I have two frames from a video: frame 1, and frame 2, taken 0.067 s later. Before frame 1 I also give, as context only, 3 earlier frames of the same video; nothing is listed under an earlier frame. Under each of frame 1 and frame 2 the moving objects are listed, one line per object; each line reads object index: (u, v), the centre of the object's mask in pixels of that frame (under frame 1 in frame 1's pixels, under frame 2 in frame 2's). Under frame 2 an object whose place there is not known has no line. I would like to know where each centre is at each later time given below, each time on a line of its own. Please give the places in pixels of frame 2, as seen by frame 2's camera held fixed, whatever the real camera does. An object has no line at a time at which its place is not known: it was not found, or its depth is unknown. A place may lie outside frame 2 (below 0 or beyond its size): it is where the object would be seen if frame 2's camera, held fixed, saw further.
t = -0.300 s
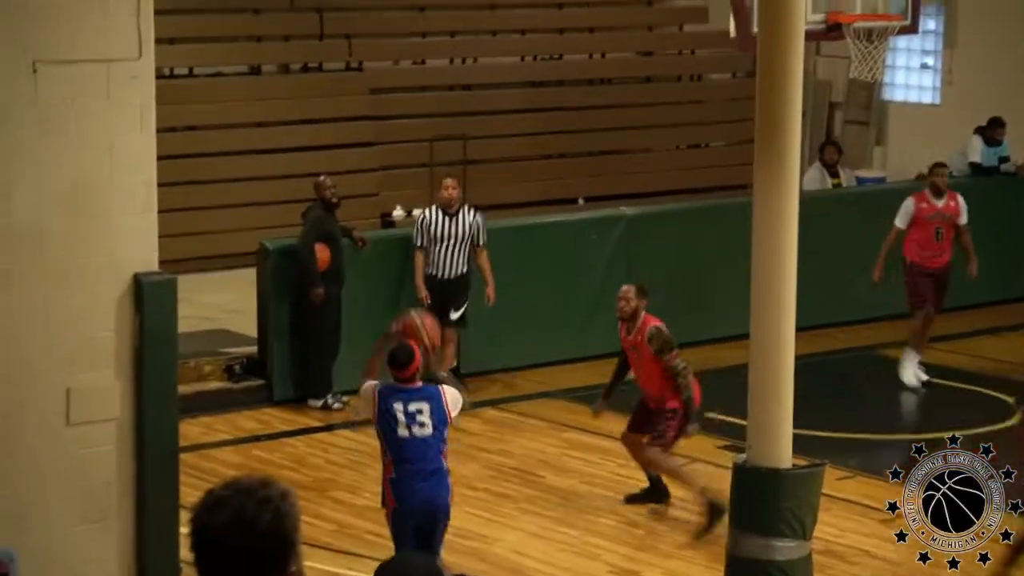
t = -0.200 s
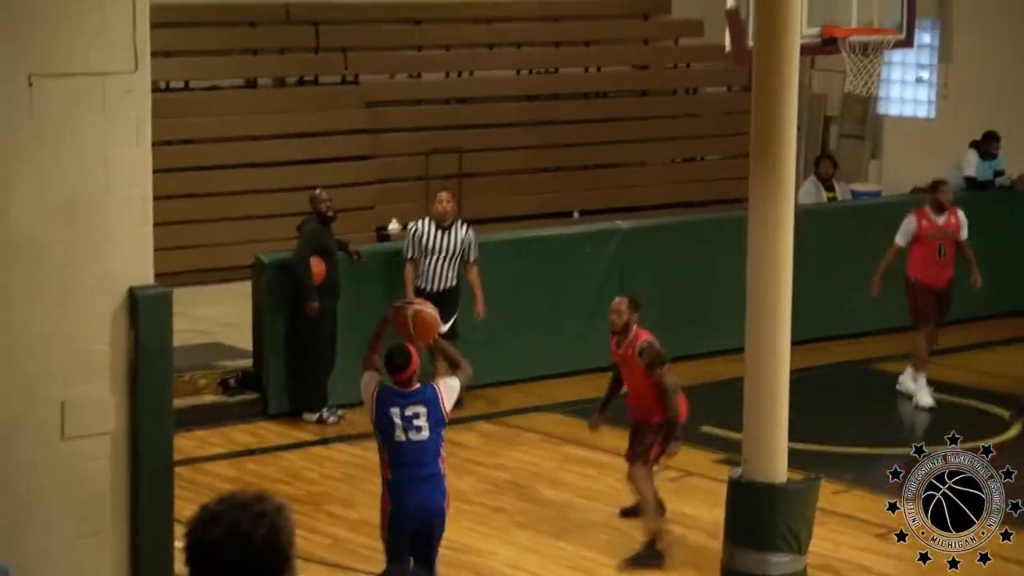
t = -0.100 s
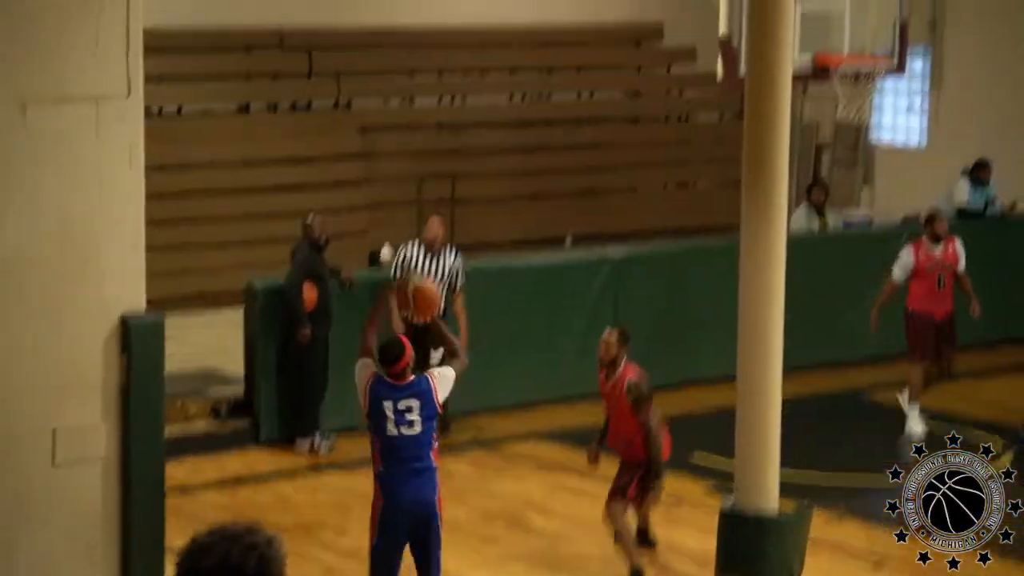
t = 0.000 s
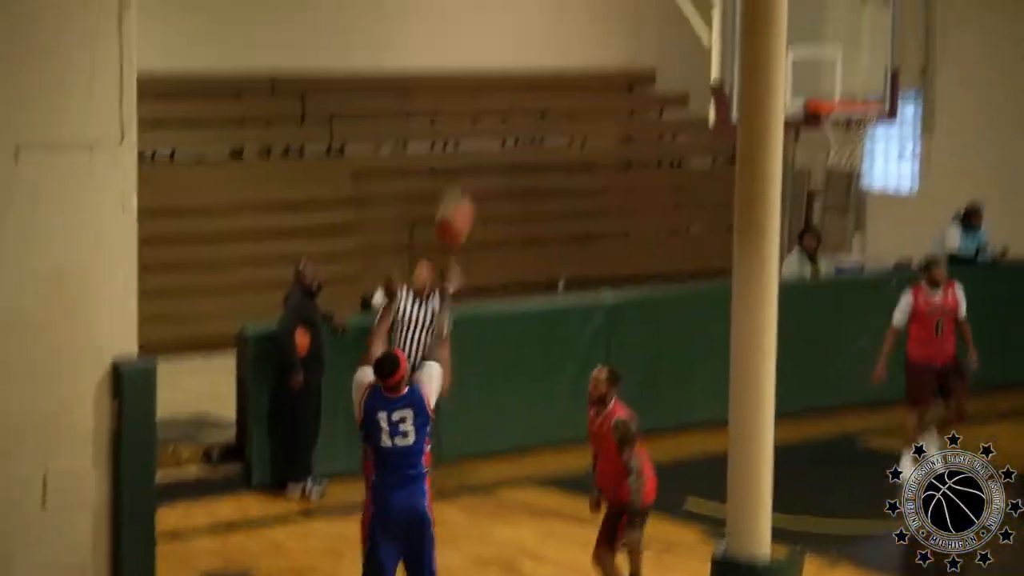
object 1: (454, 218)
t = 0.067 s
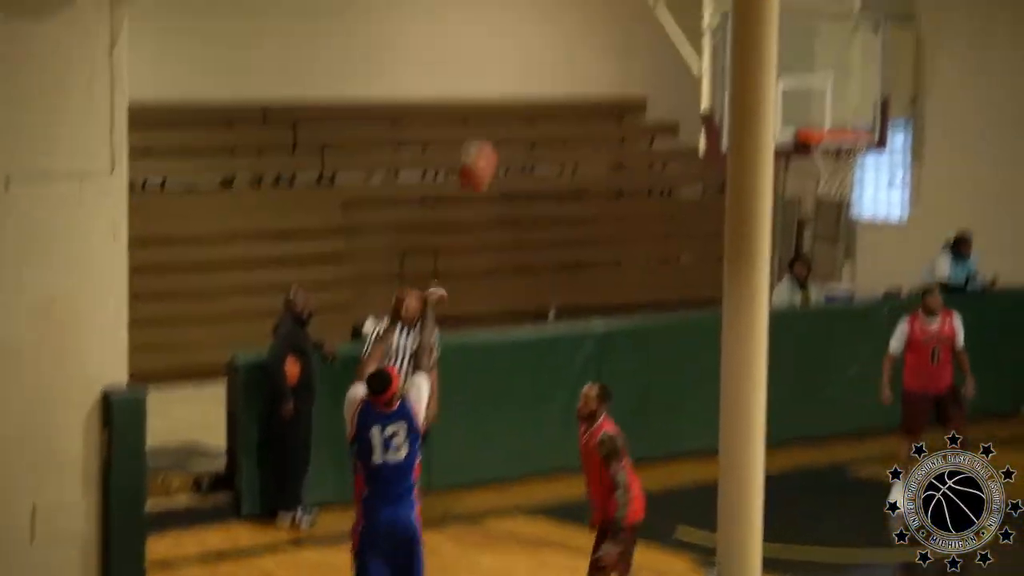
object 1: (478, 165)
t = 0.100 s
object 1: (492, 129)
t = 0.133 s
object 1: (505, 98)
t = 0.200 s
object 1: (535, 37)
